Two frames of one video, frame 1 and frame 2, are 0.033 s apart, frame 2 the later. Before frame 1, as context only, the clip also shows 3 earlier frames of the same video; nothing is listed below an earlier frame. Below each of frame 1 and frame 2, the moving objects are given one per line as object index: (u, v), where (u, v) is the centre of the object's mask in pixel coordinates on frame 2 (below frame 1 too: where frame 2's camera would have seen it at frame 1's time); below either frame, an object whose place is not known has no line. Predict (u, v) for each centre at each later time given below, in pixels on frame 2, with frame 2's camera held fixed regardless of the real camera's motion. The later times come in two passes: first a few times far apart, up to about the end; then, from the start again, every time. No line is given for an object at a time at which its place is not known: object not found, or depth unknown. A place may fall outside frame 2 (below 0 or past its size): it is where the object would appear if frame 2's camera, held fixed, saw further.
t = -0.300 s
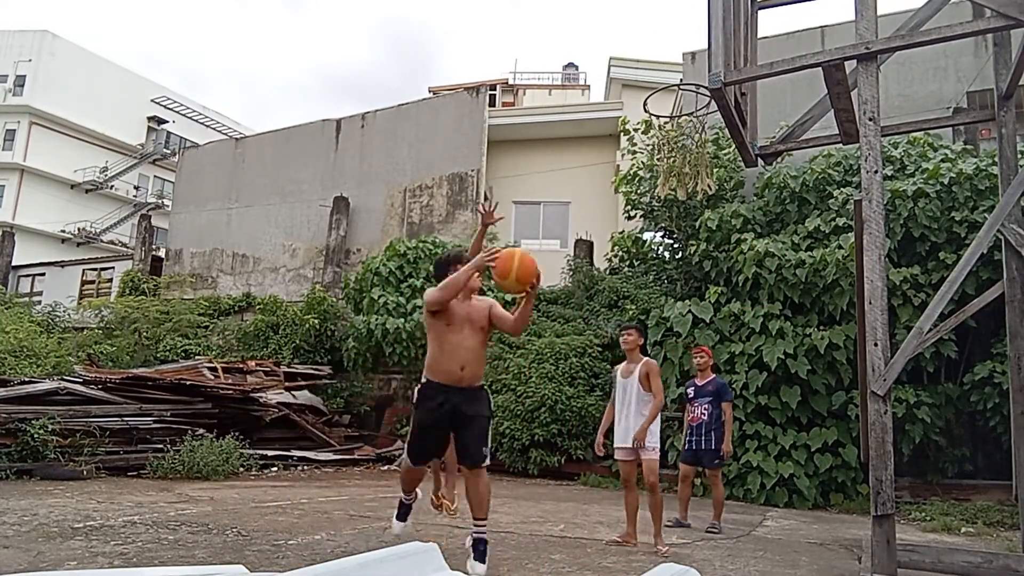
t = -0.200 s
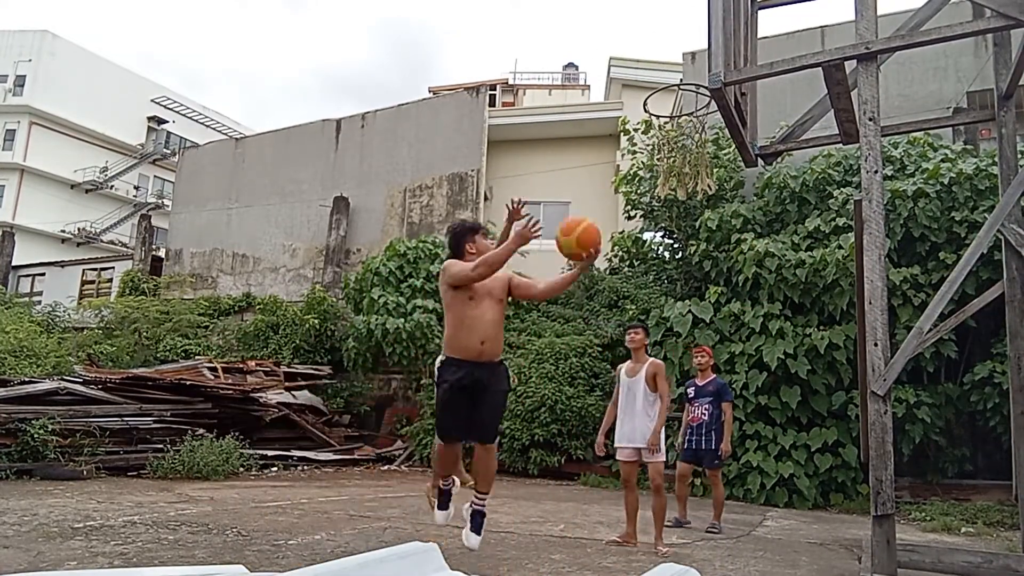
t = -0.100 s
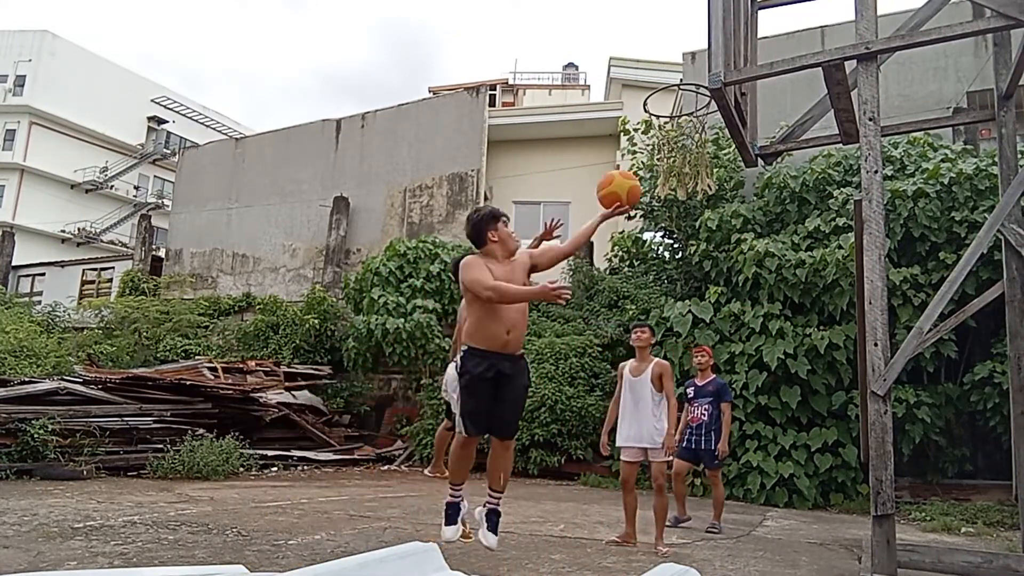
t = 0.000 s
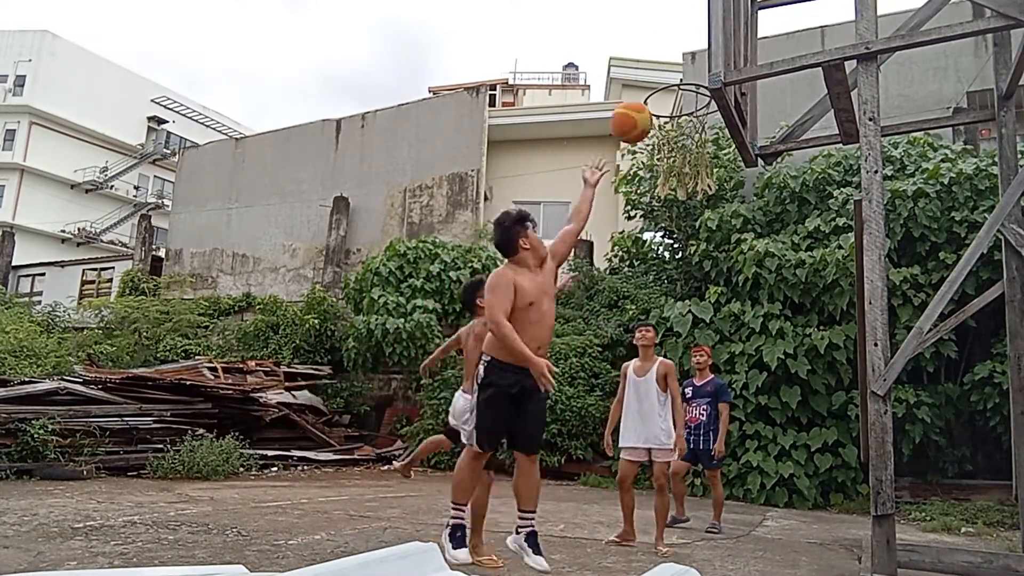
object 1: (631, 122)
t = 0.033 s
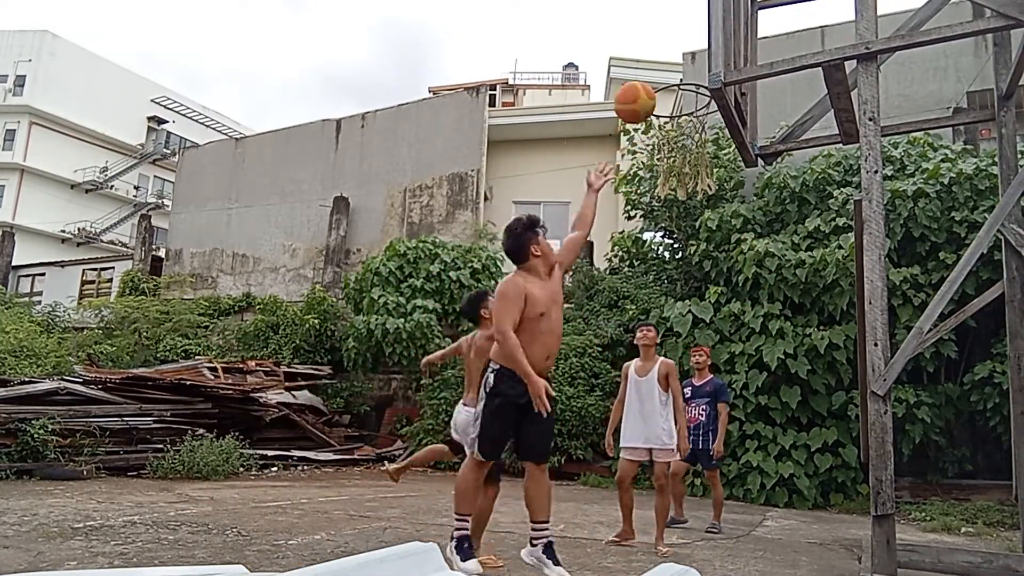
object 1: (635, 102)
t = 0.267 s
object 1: (657, 18)
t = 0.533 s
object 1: (680, 23)
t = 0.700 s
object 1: (692, 75)
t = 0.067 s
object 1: (638, 85)
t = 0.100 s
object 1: (641, 68)
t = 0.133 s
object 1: (645, 54)
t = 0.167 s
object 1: (648, 43)
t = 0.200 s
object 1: (651, 33)
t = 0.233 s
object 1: (654, 25)
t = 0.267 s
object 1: (657, 18)
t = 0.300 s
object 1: (660, 15)
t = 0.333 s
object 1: (662, 13)
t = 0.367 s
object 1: (665, 12)
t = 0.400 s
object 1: (668, 12)
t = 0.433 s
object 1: (671, 13)
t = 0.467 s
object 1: (675, 14)
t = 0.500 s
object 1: (678, 17)
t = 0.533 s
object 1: (680, 23)
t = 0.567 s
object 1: (681, 31)
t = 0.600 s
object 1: (684, 39)
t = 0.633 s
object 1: (687, 50)
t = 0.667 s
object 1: (690, 62)
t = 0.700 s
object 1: (692, 75)
